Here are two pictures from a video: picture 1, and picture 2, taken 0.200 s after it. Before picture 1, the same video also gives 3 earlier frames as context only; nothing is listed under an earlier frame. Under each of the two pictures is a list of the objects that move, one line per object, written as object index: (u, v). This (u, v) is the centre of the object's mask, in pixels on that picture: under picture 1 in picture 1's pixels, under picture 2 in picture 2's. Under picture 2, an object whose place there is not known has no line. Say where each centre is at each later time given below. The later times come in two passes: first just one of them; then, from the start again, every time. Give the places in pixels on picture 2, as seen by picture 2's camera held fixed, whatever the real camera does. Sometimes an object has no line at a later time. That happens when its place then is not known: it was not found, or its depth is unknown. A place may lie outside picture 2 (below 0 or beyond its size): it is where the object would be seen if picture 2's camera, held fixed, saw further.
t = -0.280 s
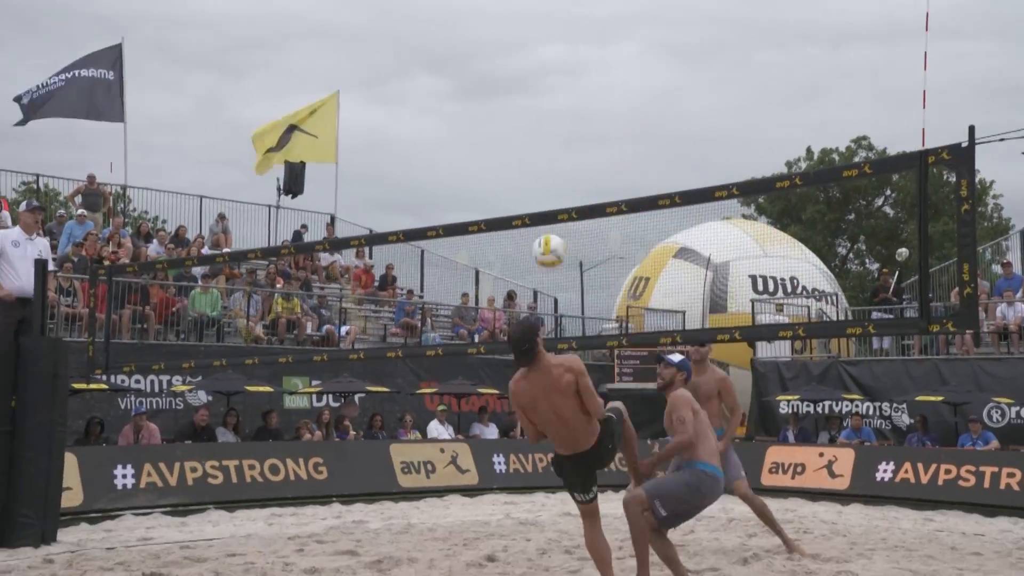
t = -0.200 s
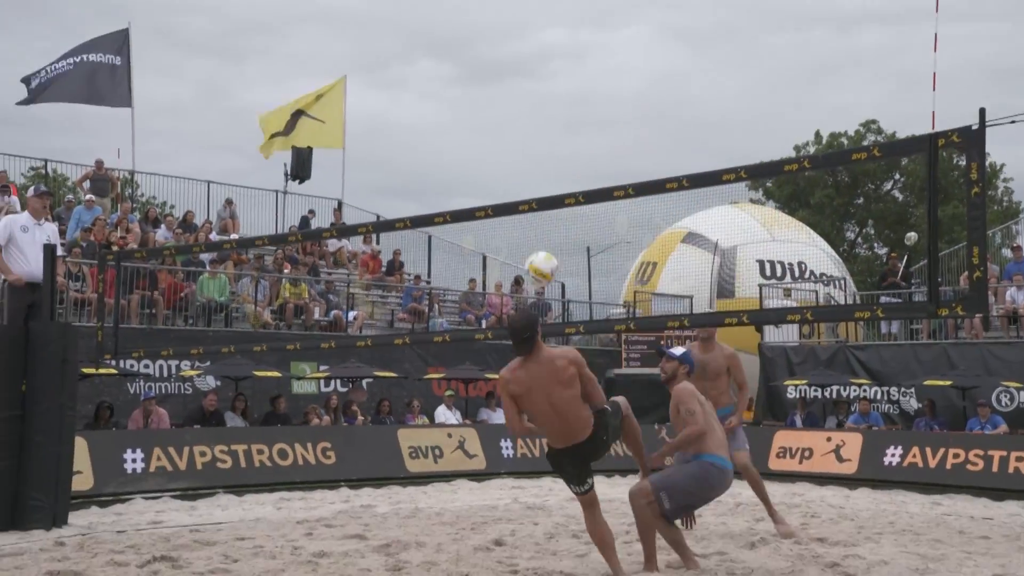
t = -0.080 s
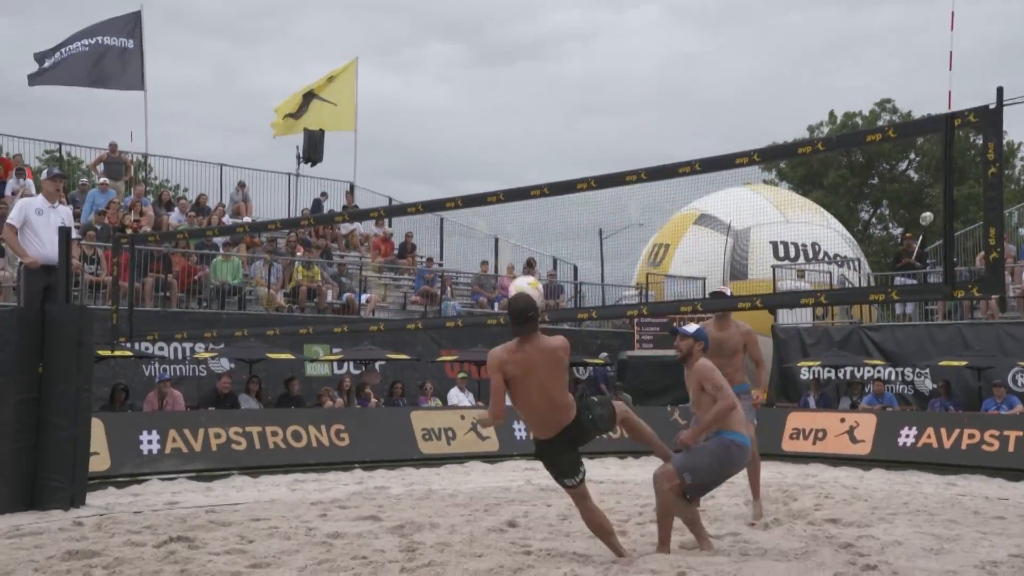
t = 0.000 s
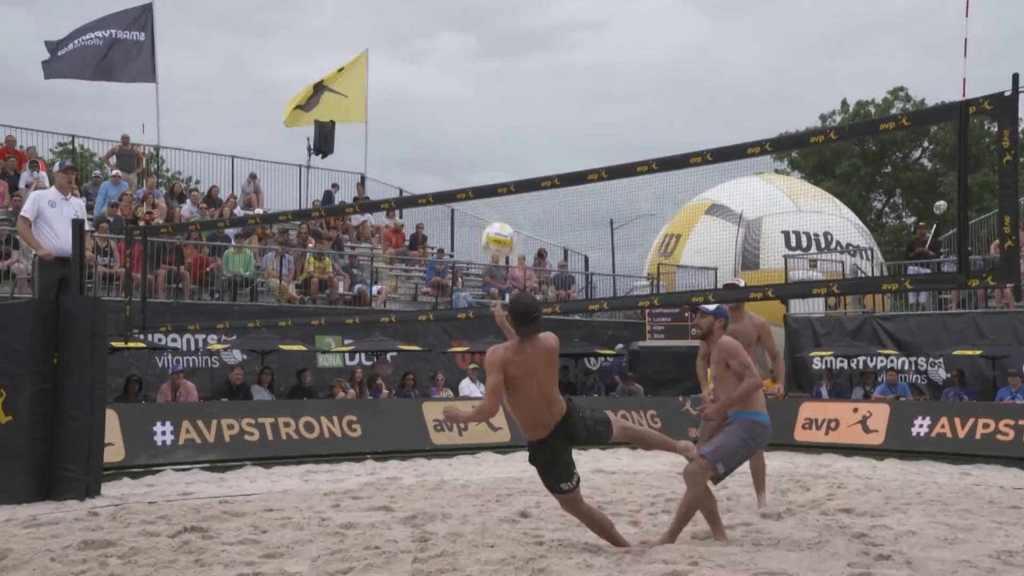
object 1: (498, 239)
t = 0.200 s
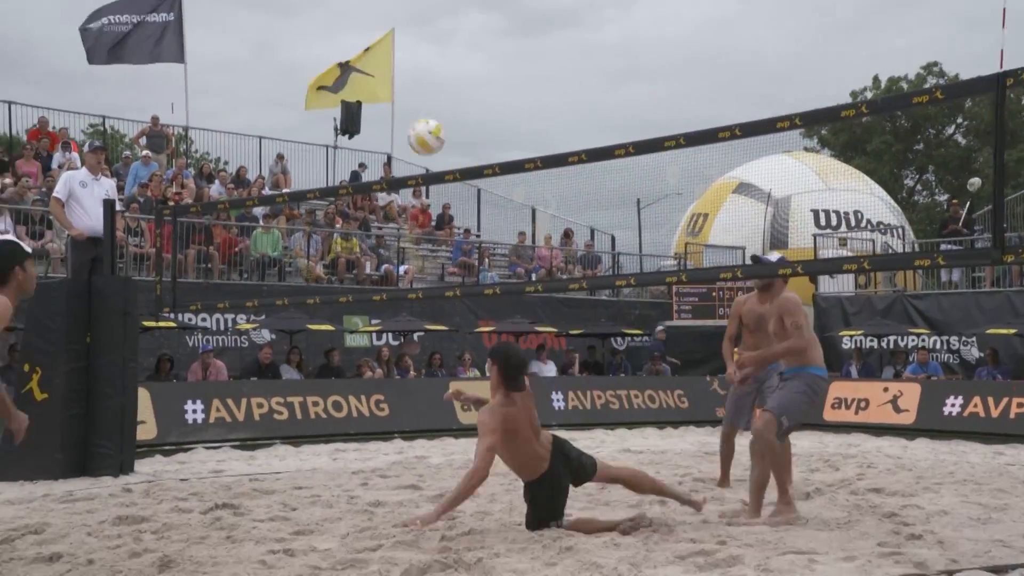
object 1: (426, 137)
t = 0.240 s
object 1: (406, 125)
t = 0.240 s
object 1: (406, 125)
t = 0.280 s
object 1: (385, 114)
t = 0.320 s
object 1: (363, 105)
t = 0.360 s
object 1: (342, 98)
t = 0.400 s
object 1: (320, 93)
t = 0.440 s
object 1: (297, 89)
